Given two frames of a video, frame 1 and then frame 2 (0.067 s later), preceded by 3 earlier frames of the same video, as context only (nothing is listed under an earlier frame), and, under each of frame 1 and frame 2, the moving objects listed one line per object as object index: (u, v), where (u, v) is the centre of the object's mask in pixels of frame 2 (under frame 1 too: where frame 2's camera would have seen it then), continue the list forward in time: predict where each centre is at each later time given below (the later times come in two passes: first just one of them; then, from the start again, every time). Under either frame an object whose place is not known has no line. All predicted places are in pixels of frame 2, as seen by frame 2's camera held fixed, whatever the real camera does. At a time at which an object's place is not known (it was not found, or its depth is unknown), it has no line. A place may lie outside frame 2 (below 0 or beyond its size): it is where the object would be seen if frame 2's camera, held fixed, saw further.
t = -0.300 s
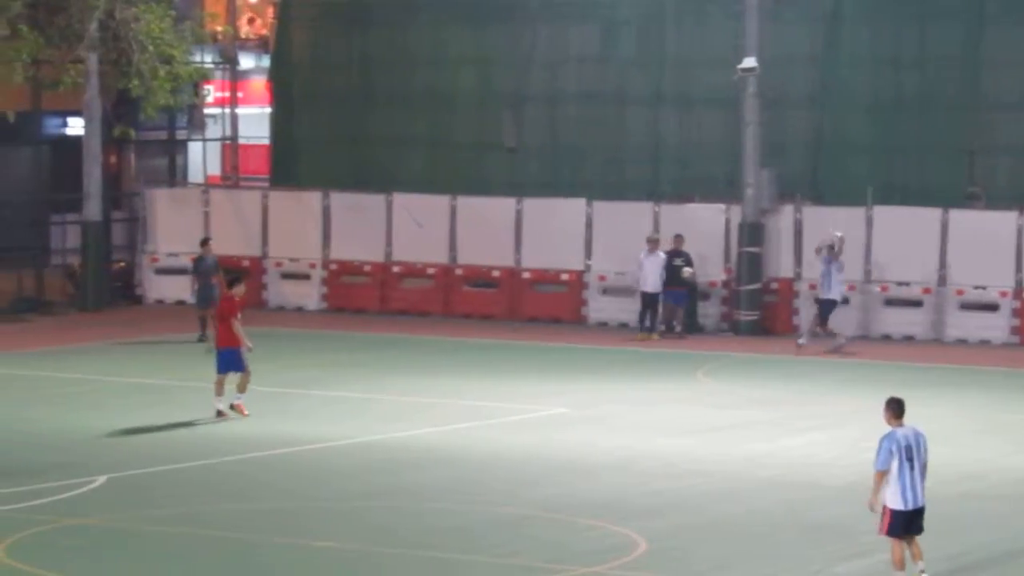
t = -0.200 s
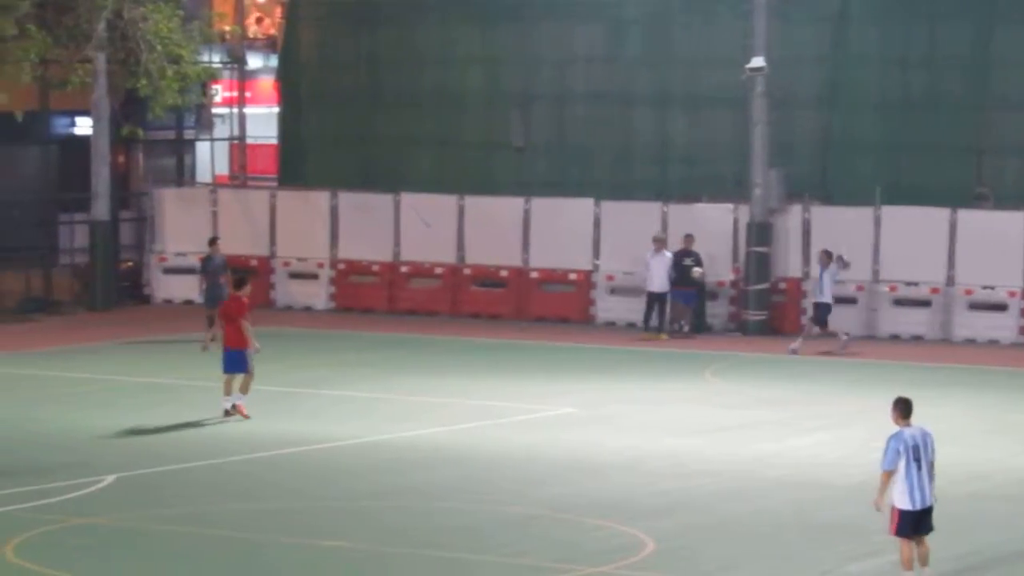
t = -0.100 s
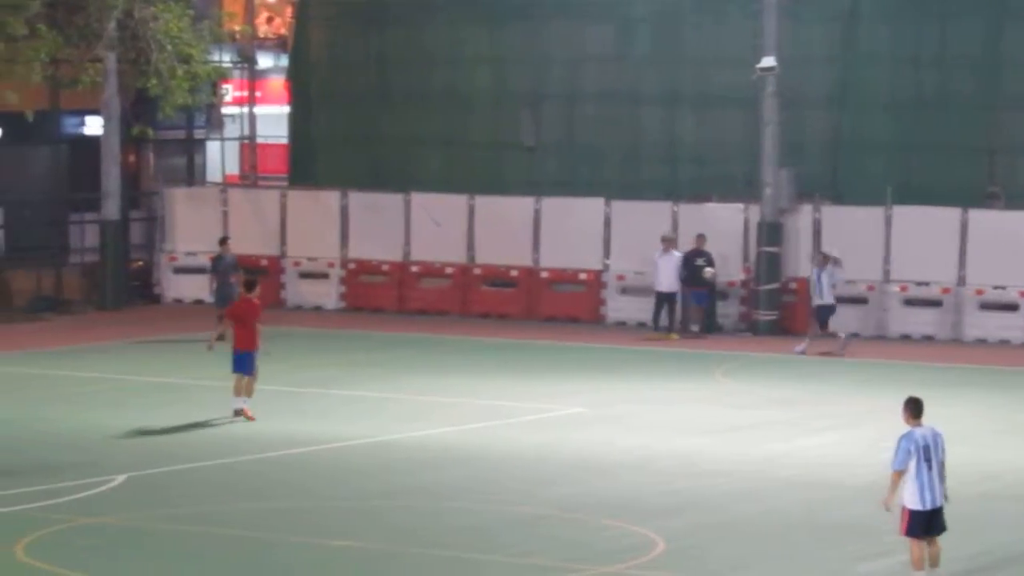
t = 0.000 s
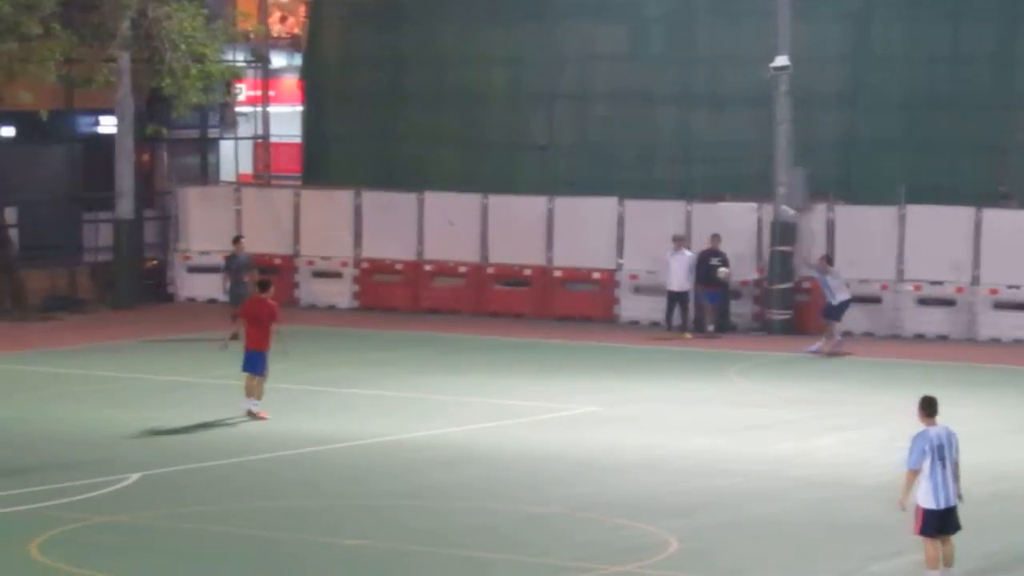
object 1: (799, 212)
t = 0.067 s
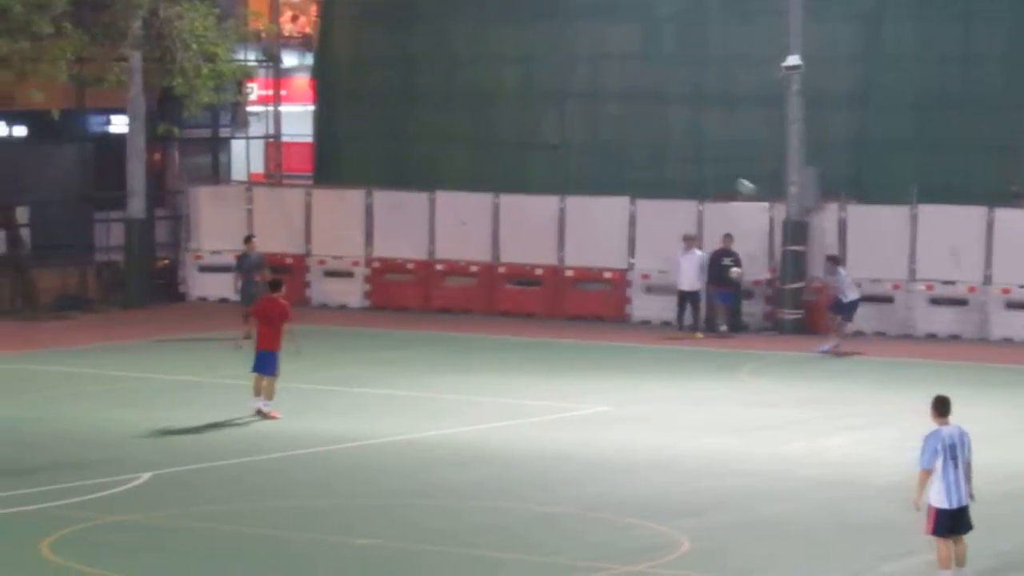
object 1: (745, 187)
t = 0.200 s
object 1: (639, 140)
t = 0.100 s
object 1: (718, 174)
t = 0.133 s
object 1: (691, 163)
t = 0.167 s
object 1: (665, 151)
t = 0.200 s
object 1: (639, 140)
